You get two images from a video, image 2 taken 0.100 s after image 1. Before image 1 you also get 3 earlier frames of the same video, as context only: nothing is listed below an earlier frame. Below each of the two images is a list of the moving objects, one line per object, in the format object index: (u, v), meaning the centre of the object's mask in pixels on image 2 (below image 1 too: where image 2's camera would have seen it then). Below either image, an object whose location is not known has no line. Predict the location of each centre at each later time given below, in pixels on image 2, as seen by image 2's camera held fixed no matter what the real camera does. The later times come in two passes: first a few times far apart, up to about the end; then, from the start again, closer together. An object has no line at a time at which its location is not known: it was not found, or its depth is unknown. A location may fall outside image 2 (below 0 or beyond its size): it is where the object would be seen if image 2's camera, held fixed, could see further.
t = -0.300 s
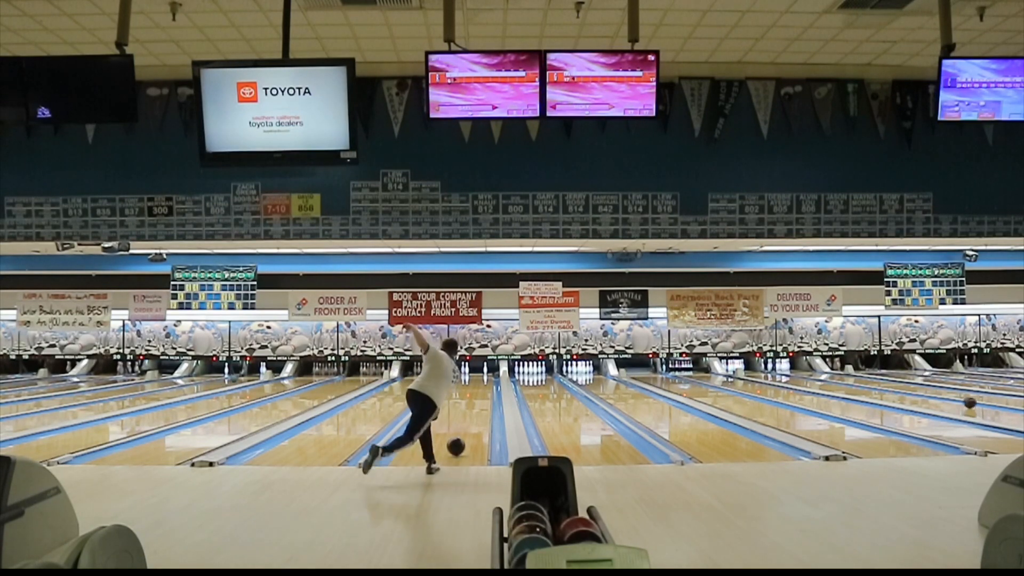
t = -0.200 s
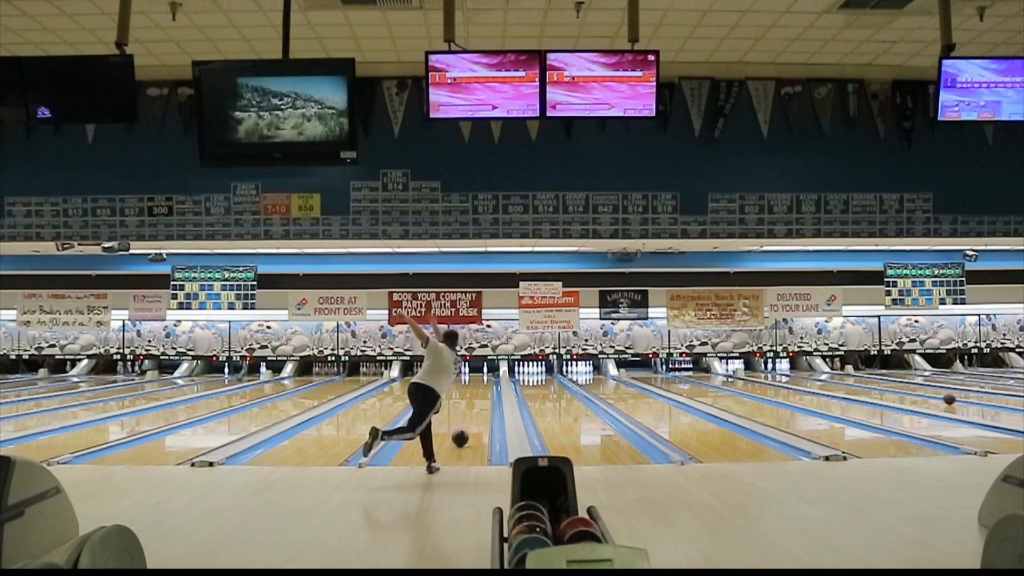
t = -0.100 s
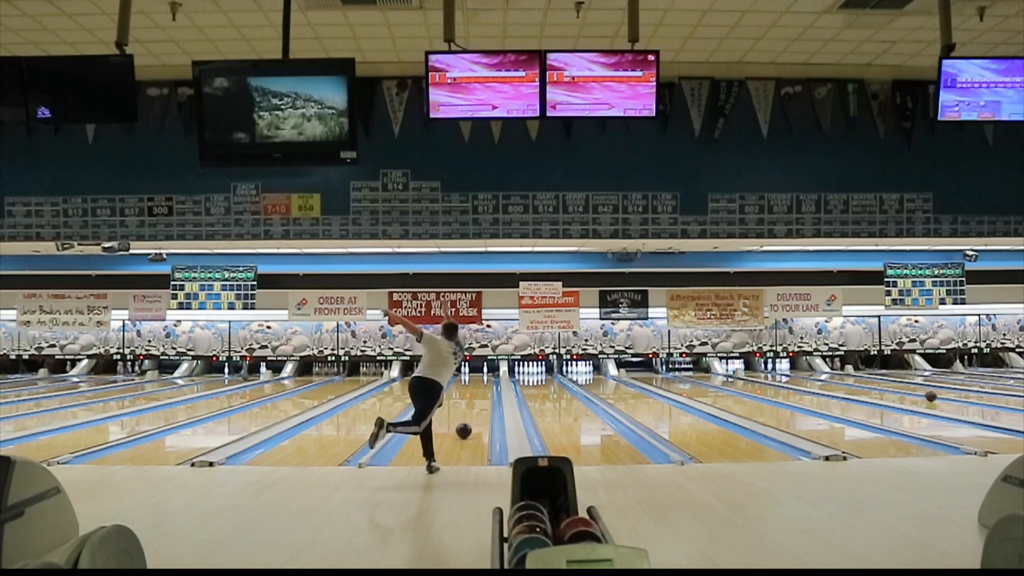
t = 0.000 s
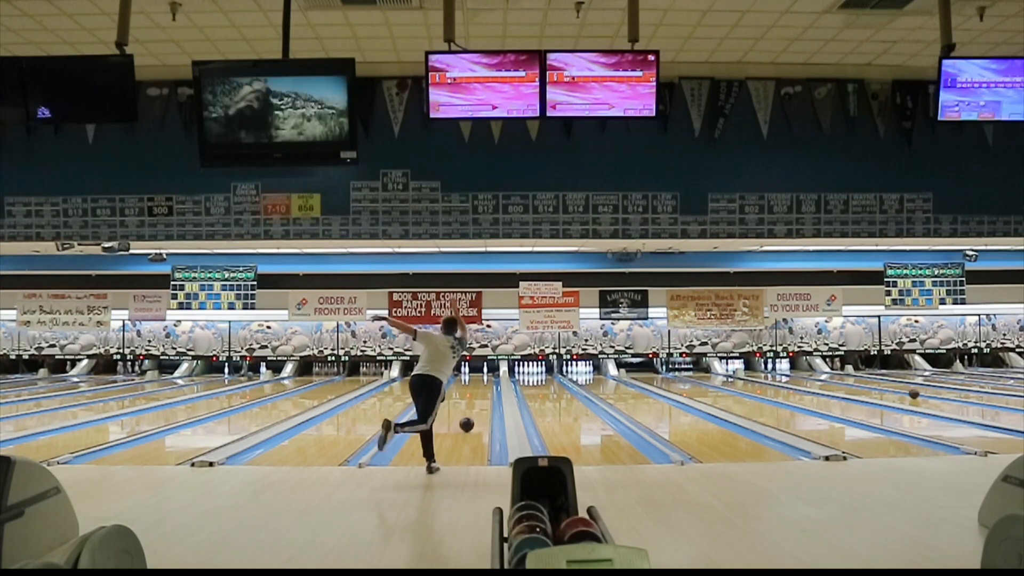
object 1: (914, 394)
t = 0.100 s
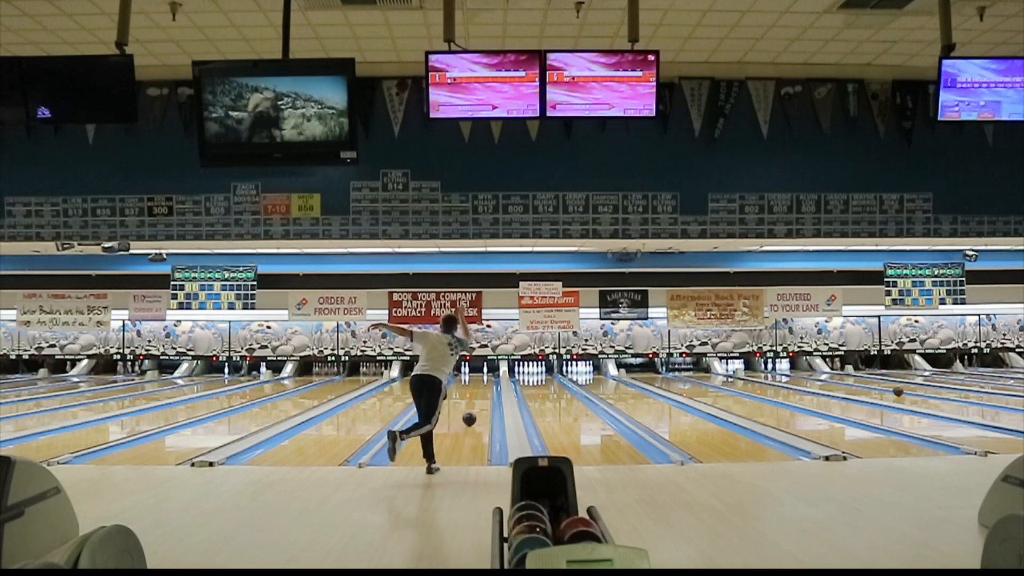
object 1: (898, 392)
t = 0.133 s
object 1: (893, 391)
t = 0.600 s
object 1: (834, 382)
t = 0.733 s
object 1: (821, 379)
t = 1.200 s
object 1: (779, 373)
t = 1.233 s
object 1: (776, 373)
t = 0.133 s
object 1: (893, 391)
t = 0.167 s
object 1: (888, 390)
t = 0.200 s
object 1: (883, 389)
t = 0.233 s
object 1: (879, 389)
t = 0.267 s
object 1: (874, 388)
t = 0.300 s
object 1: (870, 387)
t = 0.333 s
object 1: (866, 387)
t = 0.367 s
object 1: (861, 386)
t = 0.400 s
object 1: (857, 385)
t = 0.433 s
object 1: (853, 385)
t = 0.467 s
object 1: (849, 384)
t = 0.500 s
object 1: (845, 384)
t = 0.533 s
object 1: (841, 383)
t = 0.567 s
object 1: (838, 382)
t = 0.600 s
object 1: (834, 382)
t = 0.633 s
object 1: (830, 381)
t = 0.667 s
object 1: (827, 381)
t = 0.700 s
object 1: (823, 380)
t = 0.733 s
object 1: (821, 379)
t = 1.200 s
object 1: (779, 373)
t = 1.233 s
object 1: (776, 373)
